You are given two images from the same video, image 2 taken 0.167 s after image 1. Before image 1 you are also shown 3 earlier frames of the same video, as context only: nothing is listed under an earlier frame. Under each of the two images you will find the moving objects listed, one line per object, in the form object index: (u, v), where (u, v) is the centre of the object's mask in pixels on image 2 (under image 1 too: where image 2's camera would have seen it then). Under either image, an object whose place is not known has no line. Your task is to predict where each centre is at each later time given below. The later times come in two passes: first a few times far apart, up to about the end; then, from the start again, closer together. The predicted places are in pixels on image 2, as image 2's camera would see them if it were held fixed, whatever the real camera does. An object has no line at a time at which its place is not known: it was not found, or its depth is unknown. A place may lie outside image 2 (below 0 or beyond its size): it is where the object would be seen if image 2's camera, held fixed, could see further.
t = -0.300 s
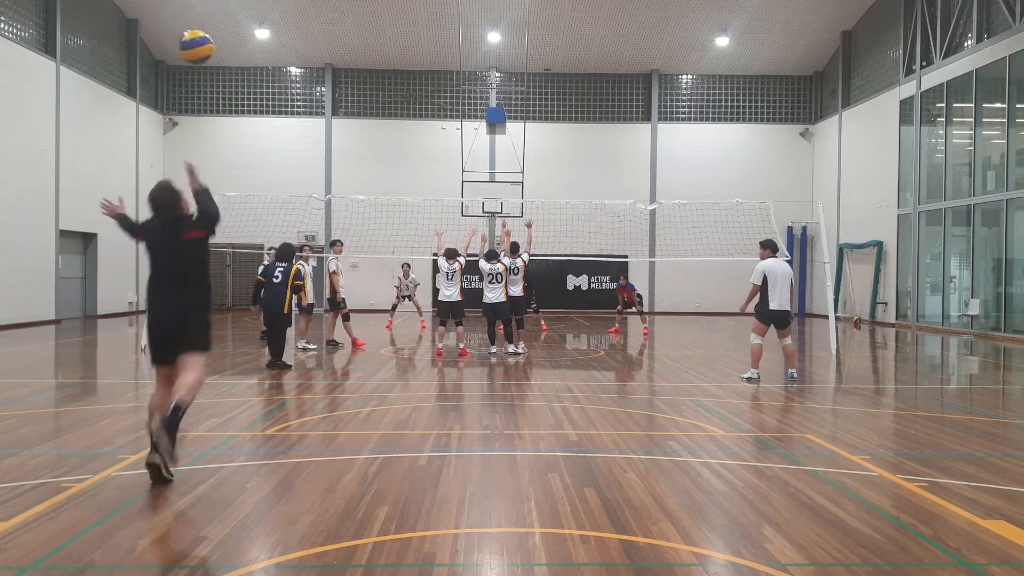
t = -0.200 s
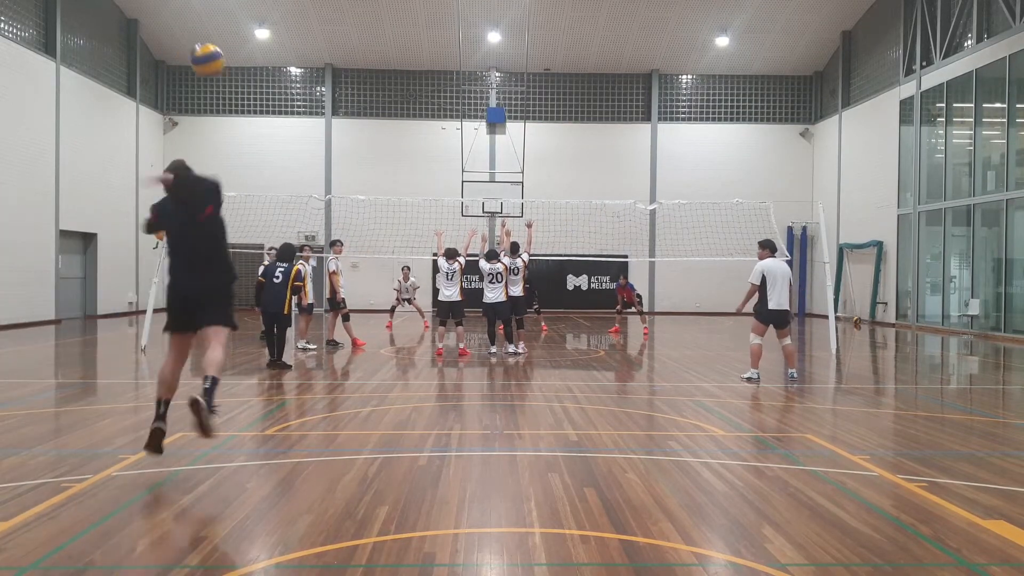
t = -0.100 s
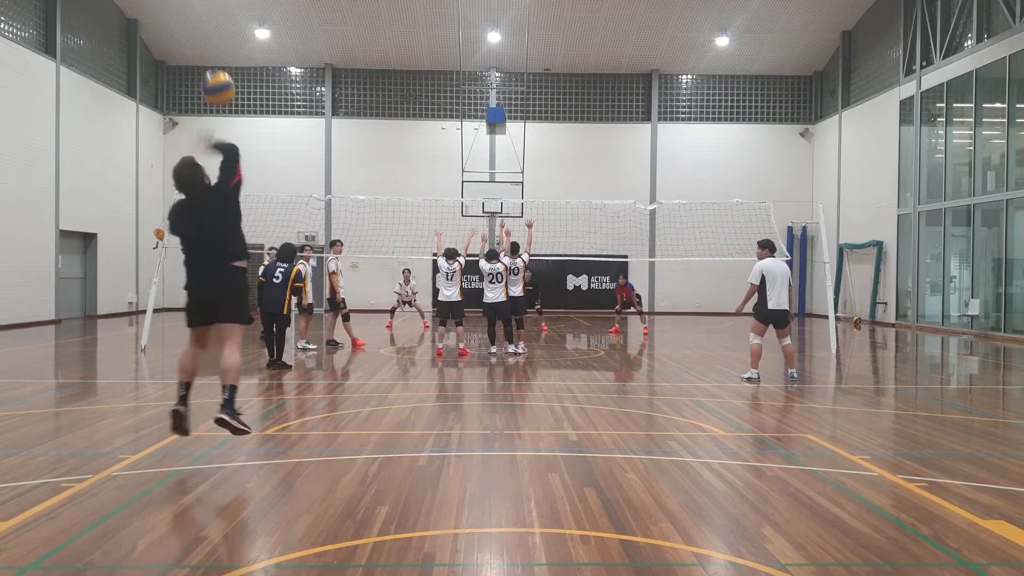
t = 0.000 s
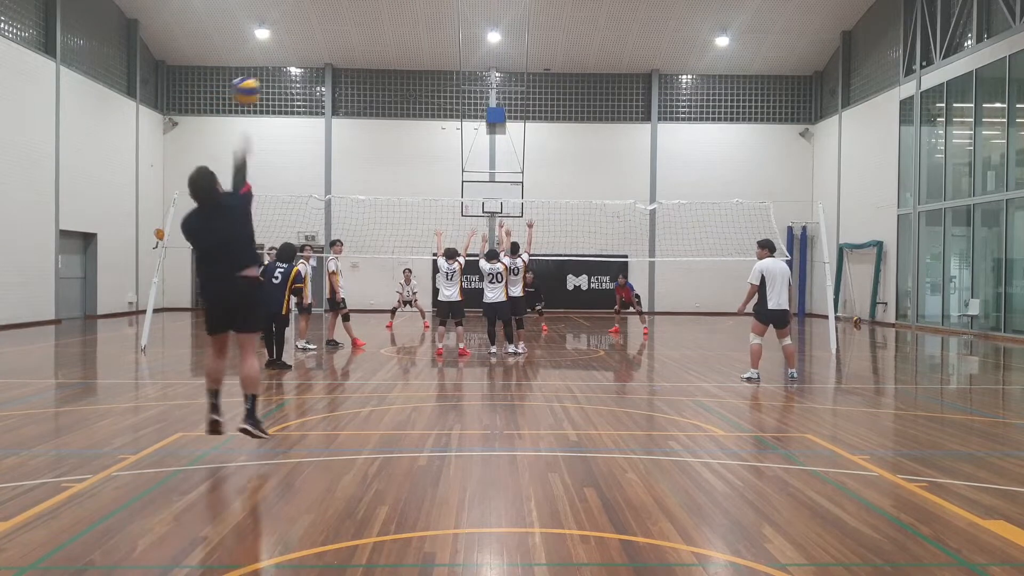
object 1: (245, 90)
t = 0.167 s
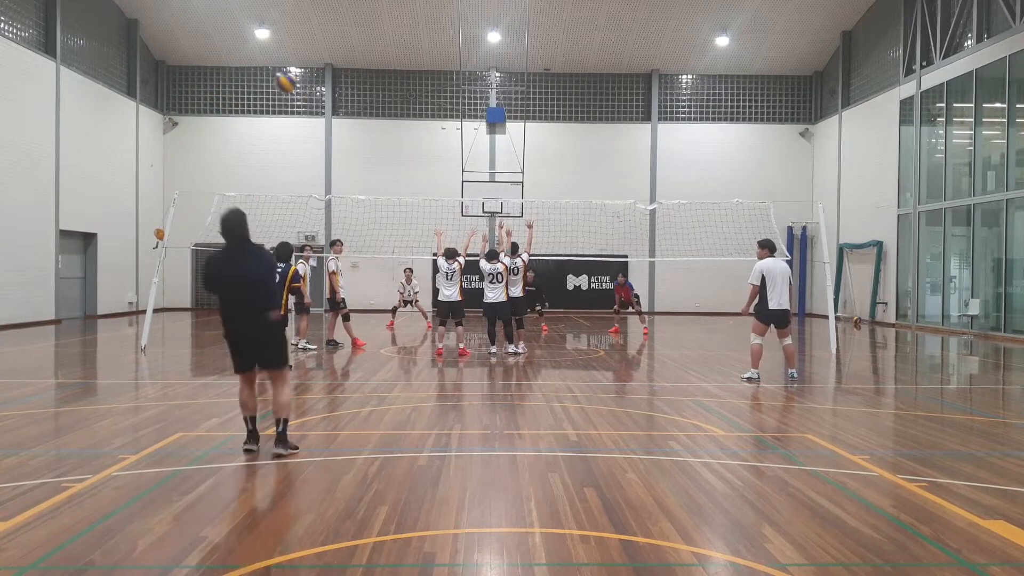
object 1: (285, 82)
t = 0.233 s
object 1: (295, 84)
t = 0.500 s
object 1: (316, 118)
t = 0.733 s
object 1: (318, 161)
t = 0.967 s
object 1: (315, 210)
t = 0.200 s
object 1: (290, 83)
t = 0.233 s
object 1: (295, 84)
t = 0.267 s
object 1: (298, 87)
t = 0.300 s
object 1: (303, 90)
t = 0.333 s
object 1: (306, 94)
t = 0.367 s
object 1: (309, 98)
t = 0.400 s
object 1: (311, 102)
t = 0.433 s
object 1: (314, 107)
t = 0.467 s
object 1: (315, 112)
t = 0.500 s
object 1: (316, 118)
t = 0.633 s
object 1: (318, 142)
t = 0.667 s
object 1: (318, 148)
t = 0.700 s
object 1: (318, 154)
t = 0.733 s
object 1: (318, 161)
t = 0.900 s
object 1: (319, 194)
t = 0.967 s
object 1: (315, 210)
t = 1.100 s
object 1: (311, 241)
